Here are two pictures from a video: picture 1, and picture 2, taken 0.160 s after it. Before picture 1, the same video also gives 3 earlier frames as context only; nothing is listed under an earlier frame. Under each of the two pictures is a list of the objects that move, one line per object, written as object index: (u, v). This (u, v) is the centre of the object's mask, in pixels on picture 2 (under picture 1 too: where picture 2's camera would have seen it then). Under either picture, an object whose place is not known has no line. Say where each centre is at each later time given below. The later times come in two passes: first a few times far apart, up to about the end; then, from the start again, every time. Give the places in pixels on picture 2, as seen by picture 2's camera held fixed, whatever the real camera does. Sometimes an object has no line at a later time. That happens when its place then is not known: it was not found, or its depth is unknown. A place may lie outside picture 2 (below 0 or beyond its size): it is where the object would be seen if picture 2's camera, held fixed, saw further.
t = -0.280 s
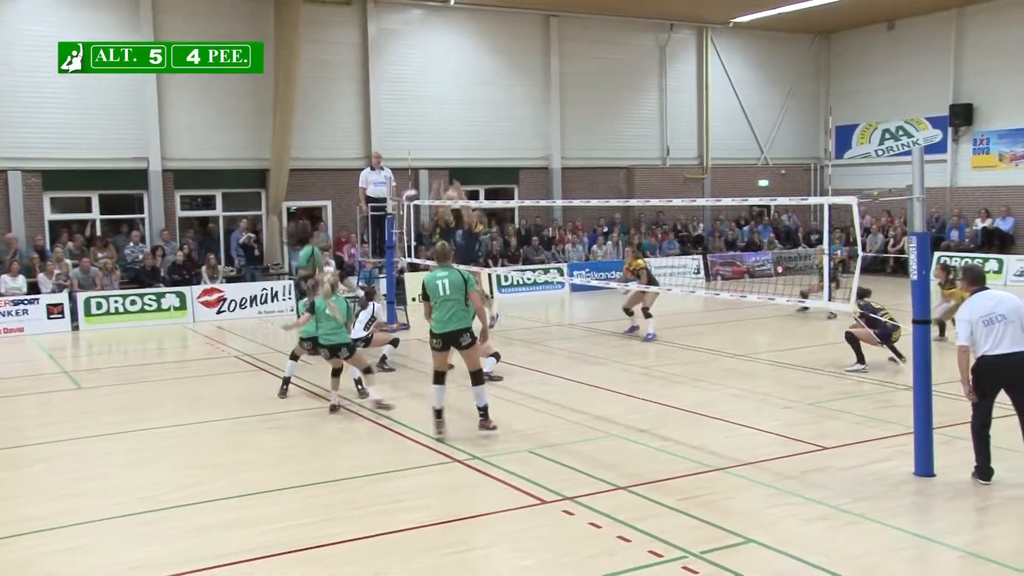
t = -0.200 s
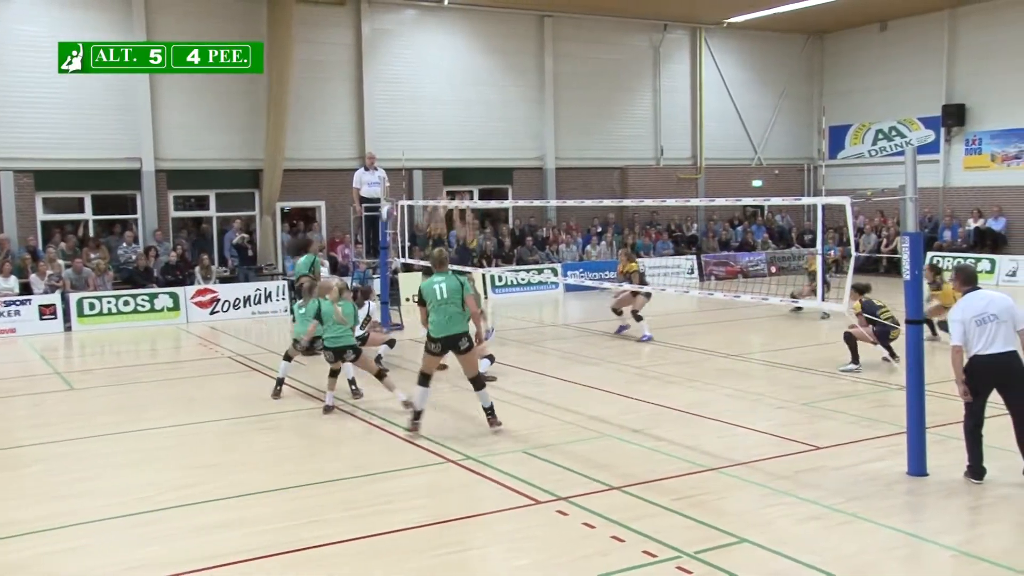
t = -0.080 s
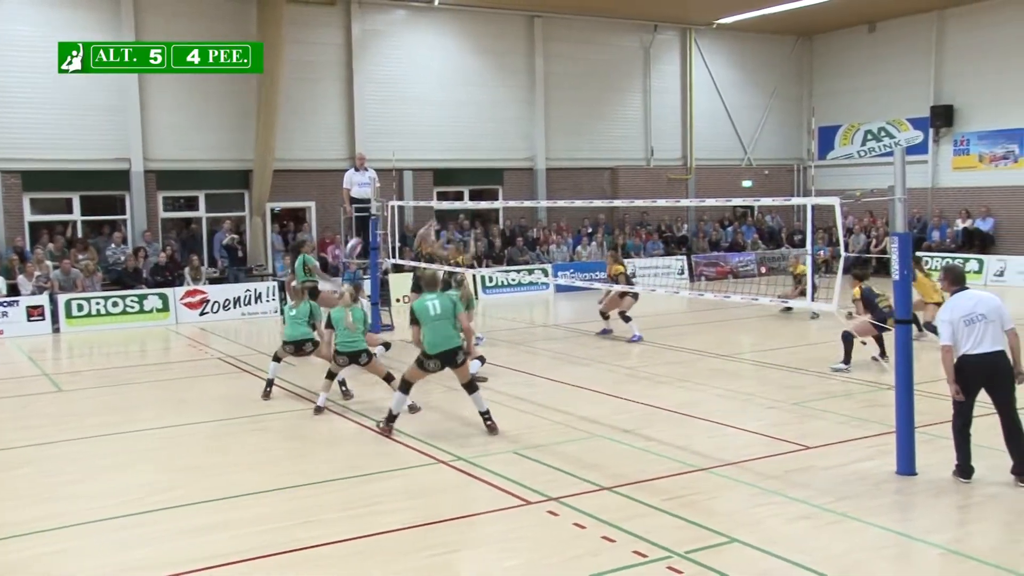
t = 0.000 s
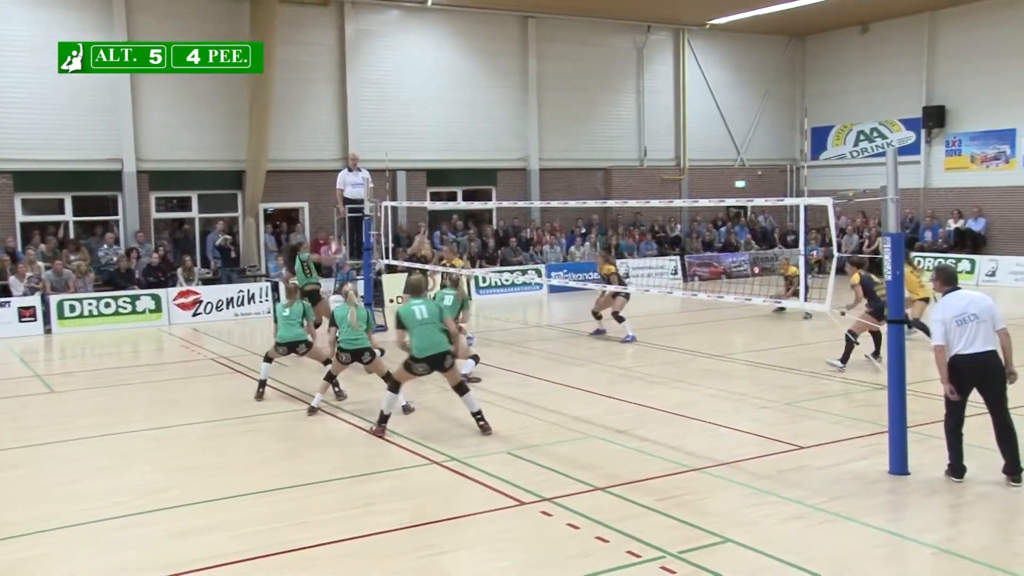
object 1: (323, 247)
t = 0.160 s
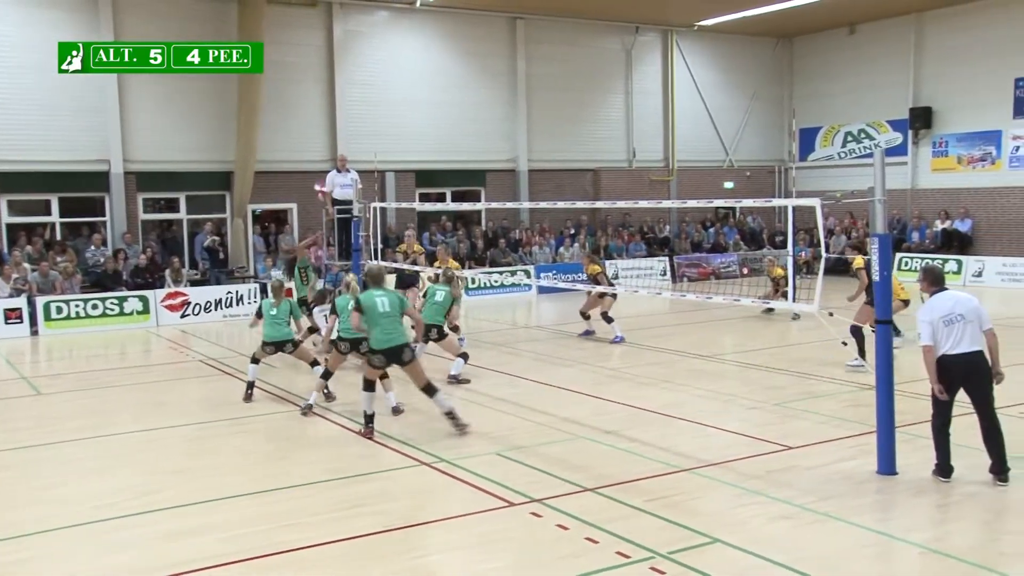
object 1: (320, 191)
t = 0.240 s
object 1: (320, 163)
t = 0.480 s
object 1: (313, 108)
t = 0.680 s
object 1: (306, 101)
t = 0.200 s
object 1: (321, 174)
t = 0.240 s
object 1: (320, 163)
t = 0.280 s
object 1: (319, 152)
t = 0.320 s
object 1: (318, 142)
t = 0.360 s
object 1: (317, 131)
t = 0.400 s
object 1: (316, 123)
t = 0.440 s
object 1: (314, 115)
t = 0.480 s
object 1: (313, 108)
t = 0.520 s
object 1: (312, 104)
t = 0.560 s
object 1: (310, 100)
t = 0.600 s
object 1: (308, 98)
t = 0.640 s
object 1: (307, 98)
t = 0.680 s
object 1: (306, 101)
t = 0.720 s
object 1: (304, 104)
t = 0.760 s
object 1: (304, 111)
